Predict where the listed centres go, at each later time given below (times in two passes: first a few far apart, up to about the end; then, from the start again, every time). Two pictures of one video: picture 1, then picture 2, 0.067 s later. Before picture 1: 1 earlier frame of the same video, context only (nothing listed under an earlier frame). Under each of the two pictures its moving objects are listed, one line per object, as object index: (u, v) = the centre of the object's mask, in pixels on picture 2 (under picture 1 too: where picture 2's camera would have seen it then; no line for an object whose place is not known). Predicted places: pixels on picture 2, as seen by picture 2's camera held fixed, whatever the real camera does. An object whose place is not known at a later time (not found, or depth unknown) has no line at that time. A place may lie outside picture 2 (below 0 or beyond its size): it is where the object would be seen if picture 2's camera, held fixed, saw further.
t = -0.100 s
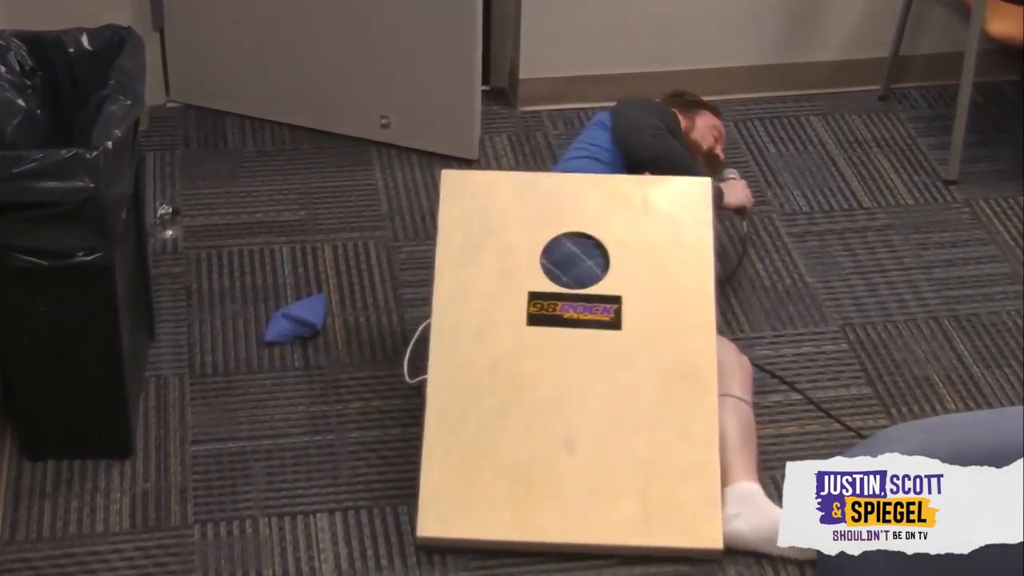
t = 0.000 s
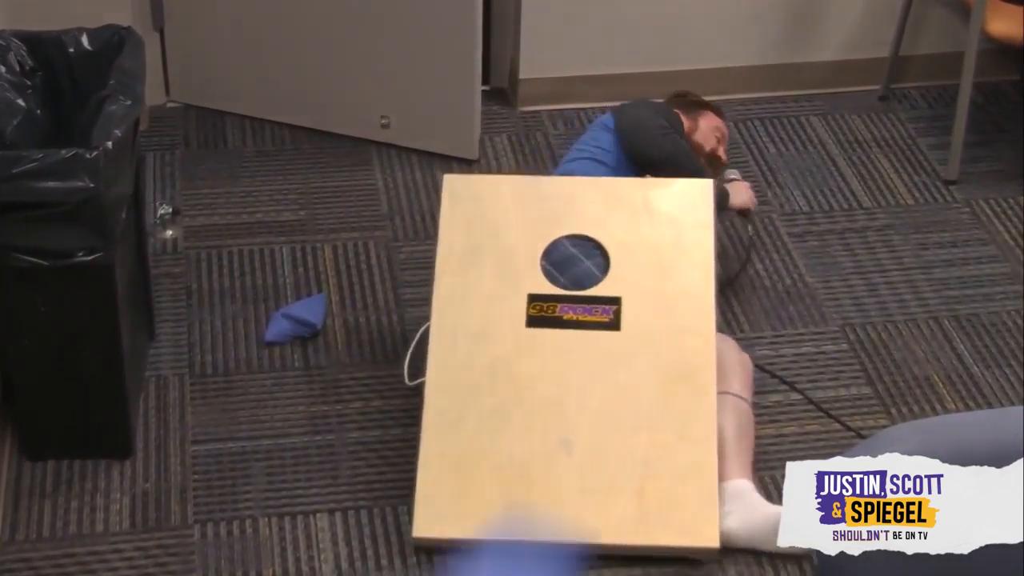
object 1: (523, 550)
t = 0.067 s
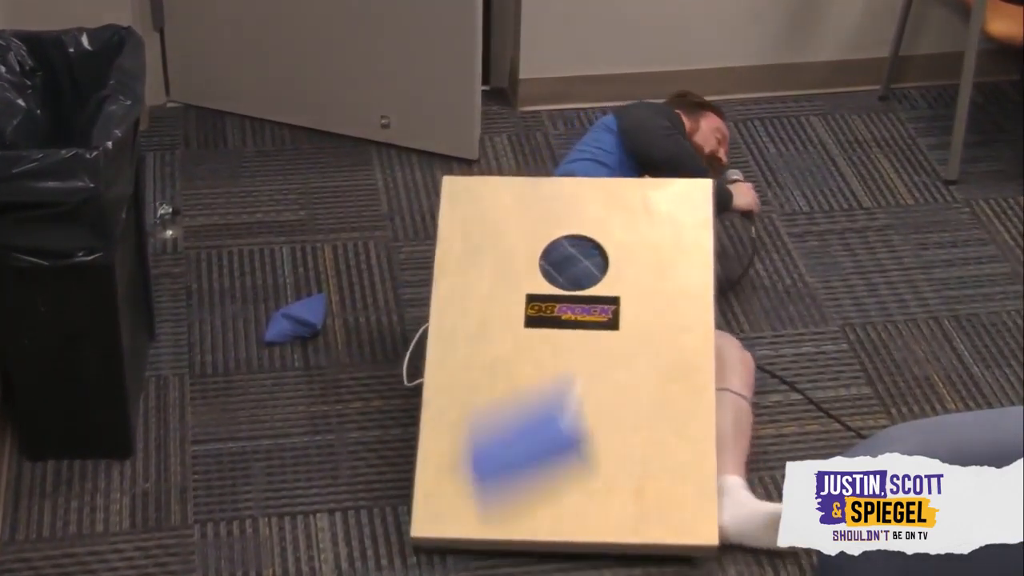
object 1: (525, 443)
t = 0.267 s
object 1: (554, 266)
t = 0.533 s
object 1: (554, 270)
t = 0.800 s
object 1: (543, 270)
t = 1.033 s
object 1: (537, 270)
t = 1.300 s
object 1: (541, 270)
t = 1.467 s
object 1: (542, 271)
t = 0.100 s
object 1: (530, 388)
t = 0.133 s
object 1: (535, 351)
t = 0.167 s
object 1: (544, 314)
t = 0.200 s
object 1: (549, 289)
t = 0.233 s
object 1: (551, 275)
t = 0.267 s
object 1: (554, 266)
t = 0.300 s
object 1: (556, 263)
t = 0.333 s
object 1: (555, 264)
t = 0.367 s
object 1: (553, 270)
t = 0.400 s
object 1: (558, 277)
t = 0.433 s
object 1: (553, 293)
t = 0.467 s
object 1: (555, 292)
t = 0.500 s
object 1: (555, 279)
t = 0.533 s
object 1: (554, 270)
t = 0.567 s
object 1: (551, 265)
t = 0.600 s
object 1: (549, 264)
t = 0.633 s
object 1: (545, 265)
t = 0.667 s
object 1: (544, 267)
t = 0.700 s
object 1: (544, 268)
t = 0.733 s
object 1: (544, 269)
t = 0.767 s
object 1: (544, 270)
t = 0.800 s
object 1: (543, 270)
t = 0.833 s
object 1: (541, 270)
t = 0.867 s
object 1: (540, 270)
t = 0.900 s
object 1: (538, 270)
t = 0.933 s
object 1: (537, 270)
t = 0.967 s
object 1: (537, 270)
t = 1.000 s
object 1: (537, 270)
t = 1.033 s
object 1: (537, 270)
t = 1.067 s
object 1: (538, 270)
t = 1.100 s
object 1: (539, 270)
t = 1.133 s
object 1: (539, 270)
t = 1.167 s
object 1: (540, 270)
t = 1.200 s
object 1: (540, 270)
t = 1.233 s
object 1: (540, 270)
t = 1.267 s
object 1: (540, 270)
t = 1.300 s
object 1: (541, 270)
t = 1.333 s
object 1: (541, 271)
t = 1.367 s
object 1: (541, 271)
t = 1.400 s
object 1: (542, 271)
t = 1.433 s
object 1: (542, 271)
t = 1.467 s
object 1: (542, 271)
